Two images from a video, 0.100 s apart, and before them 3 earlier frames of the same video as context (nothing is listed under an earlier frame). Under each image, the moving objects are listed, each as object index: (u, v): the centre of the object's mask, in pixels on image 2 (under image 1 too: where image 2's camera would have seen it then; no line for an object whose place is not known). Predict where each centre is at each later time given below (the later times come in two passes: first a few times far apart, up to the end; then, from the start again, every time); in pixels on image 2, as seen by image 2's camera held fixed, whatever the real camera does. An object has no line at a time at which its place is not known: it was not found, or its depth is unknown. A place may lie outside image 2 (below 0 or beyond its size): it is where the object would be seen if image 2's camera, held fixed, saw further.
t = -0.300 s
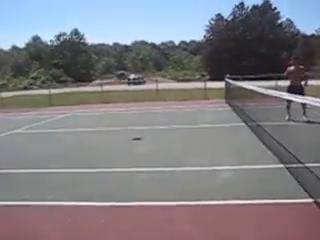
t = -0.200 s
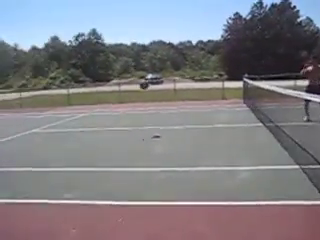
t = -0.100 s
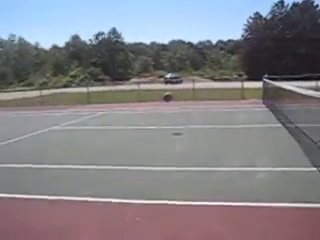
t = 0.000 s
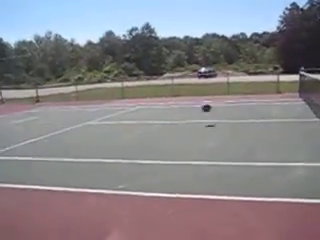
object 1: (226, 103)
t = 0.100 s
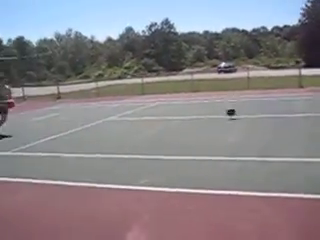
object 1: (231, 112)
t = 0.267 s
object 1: (237, 87)
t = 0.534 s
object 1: (246, 72)
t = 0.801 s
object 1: (256, 84)
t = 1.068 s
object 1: (266, 104)
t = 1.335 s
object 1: (272, 82)
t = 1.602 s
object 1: (278, 85)
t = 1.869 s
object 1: (281, 103)
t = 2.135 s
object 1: (291, 85)
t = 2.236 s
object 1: (293, 86)
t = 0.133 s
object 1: (232, 106)
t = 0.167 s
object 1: (233, 101)
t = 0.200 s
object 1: (234, 96)
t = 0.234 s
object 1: (235, 91)
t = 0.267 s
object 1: (237, 87)
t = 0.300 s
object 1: (238, 84)
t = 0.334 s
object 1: (238, 81)
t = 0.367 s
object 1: (240, 78)
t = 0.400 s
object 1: (241, 76)
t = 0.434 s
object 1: (243, 74)
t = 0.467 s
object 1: (244, 73)
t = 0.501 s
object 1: (245, 73)
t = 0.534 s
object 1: (246, 72)
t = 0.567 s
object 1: (247, 72)
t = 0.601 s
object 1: (248, 72)
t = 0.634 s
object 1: (250, 73)
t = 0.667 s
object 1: (251, 74)
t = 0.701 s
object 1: (252, 76)
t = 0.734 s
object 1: (254, 79)
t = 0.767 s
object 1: (255, 81)
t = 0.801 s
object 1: (256, 84)
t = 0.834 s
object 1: (258, 87)
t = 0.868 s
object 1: (259, 91)
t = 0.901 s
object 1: (261, 95)
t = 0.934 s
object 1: (263, 99)
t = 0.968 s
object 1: (263, 104)
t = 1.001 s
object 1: (265, 110)
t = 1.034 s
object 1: (264, 108)
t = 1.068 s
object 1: (266, 104)
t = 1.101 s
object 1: (267, 100)
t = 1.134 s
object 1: (268, 96)
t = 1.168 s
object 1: (268, 93)
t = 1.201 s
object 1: (269, 89)
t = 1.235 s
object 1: (270, 86)
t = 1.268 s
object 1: (270, 84)
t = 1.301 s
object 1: (271, 84)
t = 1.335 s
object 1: (272, 82)
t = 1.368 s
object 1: (273, 81)
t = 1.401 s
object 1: (273, 81)
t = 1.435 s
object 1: (274, 81)
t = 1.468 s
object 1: (275, 81)
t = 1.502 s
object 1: (276, 81)
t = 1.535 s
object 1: (277, 82)
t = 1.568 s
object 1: (278, 84)
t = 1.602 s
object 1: (278, 85)
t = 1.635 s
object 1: (280, 88)
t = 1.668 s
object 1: (280, 91)
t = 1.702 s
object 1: (279, 94)
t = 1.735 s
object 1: (280, 98)
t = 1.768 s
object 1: (279, 102)
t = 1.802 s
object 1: (279, 107)
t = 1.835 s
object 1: (280, 107)
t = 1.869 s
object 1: (281, 103)
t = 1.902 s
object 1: (283, 99)
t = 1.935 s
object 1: (285, 96)
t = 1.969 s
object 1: (286, 93)
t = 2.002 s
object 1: (287, 90)
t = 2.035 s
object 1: (288, 89)
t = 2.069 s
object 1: (290, 87)
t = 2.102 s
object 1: (290, 86)
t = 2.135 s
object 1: (291, 85)
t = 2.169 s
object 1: (291, 85)
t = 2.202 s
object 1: (292, 86)
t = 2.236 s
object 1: (293, 86)
